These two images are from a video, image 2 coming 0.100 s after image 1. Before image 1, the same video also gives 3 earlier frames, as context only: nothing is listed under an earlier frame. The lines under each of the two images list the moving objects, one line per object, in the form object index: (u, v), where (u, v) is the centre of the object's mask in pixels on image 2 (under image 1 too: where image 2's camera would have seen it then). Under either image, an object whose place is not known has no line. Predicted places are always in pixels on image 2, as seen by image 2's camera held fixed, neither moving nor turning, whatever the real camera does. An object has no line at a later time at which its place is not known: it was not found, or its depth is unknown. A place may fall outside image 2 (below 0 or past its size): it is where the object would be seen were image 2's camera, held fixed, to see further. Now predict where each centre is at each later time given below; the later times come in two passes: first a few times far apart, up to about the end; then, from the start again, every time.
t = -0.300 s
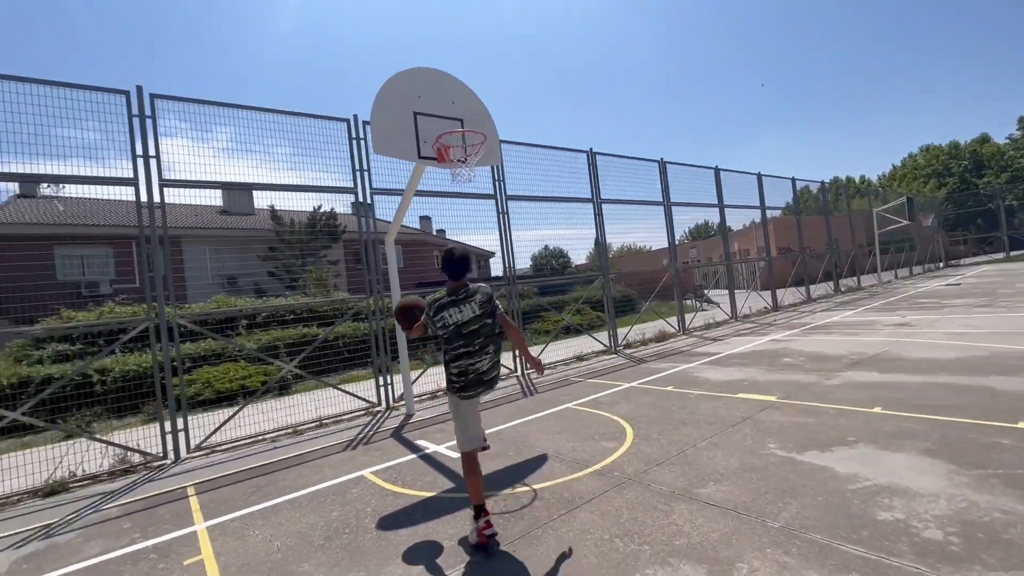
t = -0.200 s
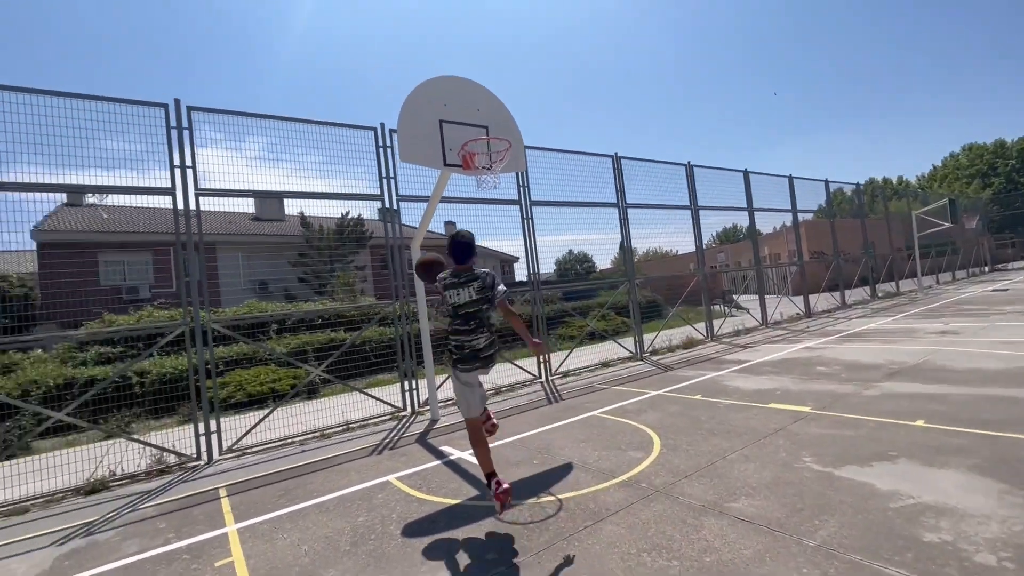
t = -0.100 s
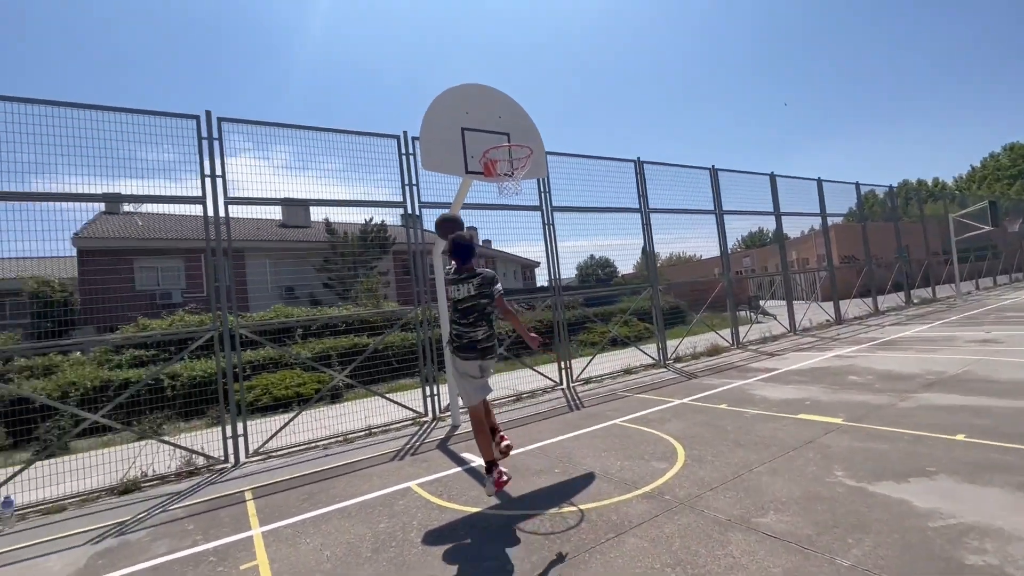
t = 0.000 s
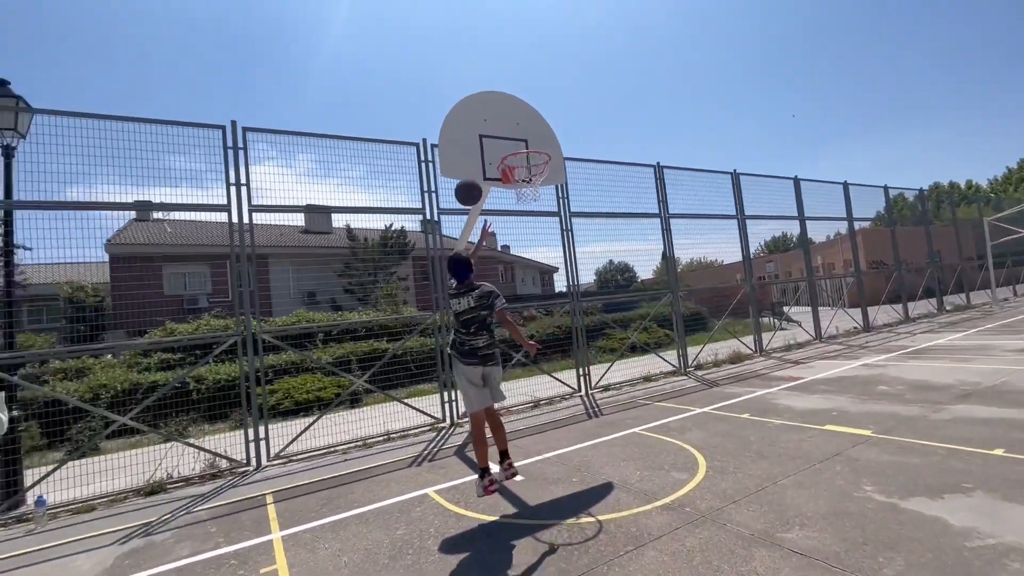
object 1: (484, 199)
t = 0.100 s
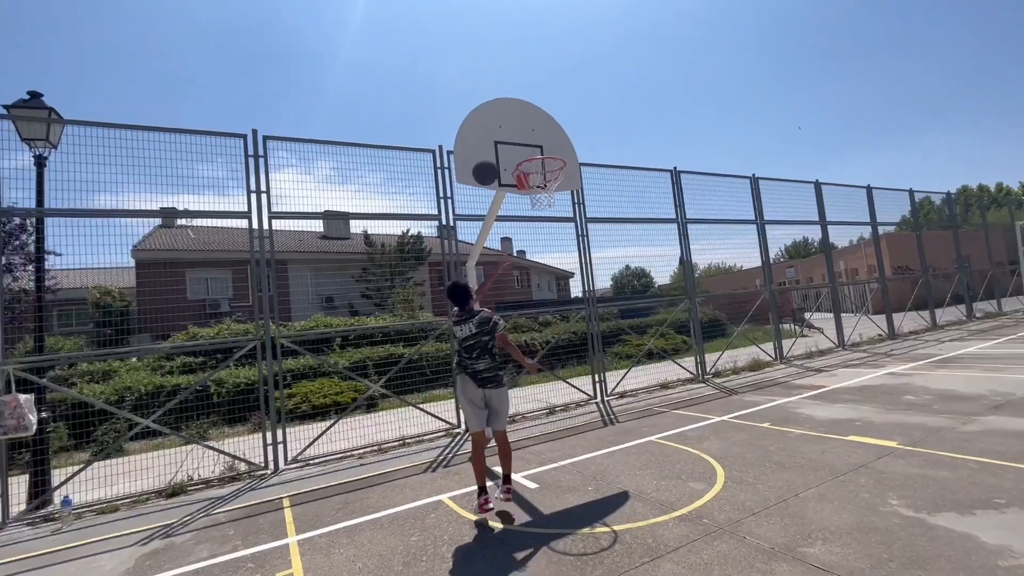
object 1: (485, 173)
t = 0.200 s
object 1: (488, 159)
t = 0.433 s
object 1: (508, 143)
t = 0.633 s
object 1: (532, 148)
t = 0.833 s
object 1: (547, 159)
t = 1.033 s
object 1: (551, 191)
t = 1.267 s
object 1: (543, 206)
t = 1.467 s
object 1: (536, 254)
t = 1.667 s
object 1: (533, 343)
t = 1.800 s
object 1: (535, 430)
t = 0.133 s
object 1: (486, 167)
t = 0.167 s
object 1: (487, 162)
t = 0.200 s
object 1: (488, 159)
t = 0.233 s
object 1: (489, 157)
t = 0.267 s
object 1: (490, 156)
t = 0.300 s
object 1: (492, 153)
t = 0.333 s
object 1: (495, 150)
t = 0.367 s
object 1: (500, 146)
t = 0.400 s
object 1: (504, 144)
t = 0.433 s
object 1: (508, 143)
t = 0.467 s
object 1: (512, 143)
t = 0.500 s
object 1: (517, 144)
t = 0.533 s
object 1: (522, 146)
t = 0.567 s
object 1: (526, 149)
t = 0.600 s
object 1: (529, 148)
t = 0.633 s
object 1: (532, 148)
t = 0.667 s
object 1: (535, 147)
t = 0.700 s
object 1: (538, 148)
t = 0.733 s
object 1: (541, 149)
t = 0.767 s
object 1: (544, 151)
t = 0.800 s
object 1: (547, 156)
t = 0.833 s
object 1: (547, 159)
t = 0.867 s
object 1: (548, 162)
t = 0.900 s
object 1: (548, 167)
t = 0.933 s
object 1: (549, 172)
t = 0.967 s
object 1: (550, 178)
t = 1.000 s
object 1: (550, 185)
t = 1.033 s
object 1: (551, 191)
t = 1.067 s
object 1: (551, 193)
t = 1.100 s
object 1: (550, 194)
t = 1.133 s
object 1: (550, 195)
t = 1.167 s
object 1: (547, 196)
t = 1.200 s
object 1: (546, 199)
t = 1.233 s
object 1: (544, 203)
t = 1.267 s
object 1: (543, 206)
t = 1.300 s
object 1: (541, 212)
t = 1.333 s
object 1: (540, 218)
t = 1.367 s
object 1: (539, 226)
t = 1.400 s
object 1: (538, 234)
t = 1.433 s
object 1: (537, 244)
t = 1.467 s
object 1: (536, 254)
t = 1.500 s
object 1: (535, 266)
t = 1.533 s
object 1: (534, 280)
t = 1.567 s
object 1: (534, 293)
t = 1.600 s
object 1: (534, 309)
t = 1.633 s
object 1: (534, 326)
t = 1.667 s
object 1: (533, 343)
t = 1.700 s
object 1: (534, 363)
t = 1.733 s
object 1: (534, 384)
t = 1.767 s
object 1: (535, 406)
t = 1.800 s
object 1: (535, 430)
